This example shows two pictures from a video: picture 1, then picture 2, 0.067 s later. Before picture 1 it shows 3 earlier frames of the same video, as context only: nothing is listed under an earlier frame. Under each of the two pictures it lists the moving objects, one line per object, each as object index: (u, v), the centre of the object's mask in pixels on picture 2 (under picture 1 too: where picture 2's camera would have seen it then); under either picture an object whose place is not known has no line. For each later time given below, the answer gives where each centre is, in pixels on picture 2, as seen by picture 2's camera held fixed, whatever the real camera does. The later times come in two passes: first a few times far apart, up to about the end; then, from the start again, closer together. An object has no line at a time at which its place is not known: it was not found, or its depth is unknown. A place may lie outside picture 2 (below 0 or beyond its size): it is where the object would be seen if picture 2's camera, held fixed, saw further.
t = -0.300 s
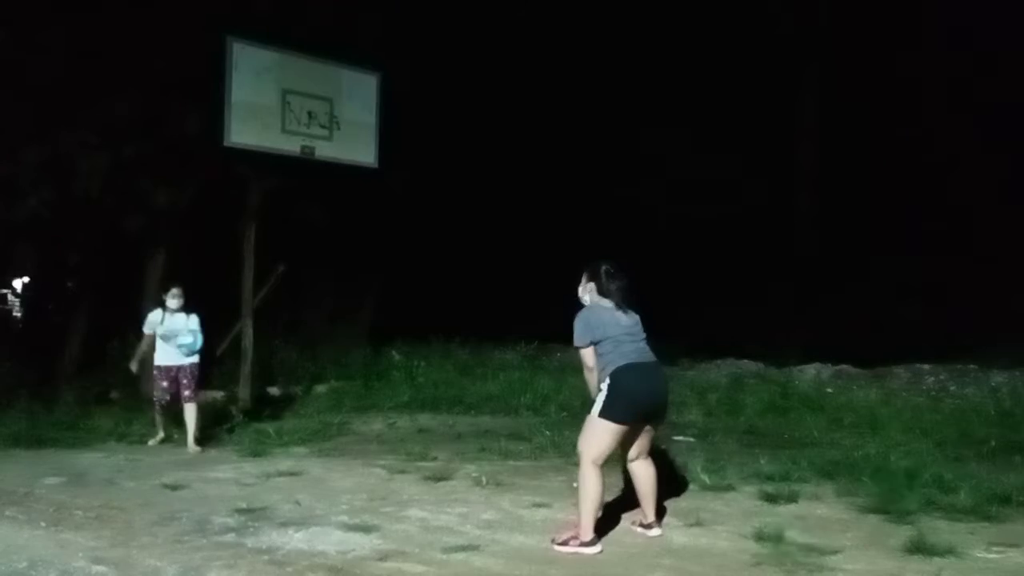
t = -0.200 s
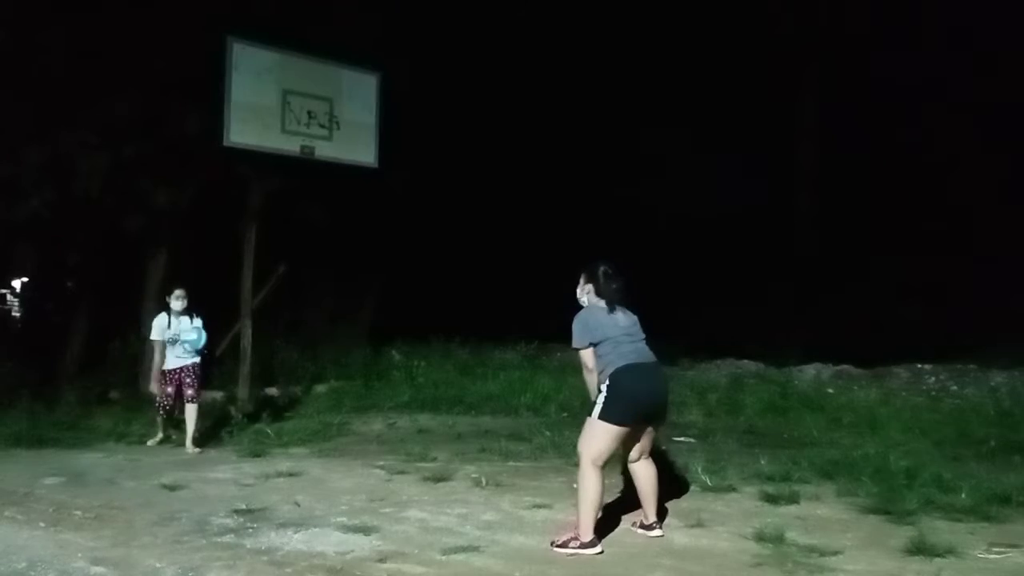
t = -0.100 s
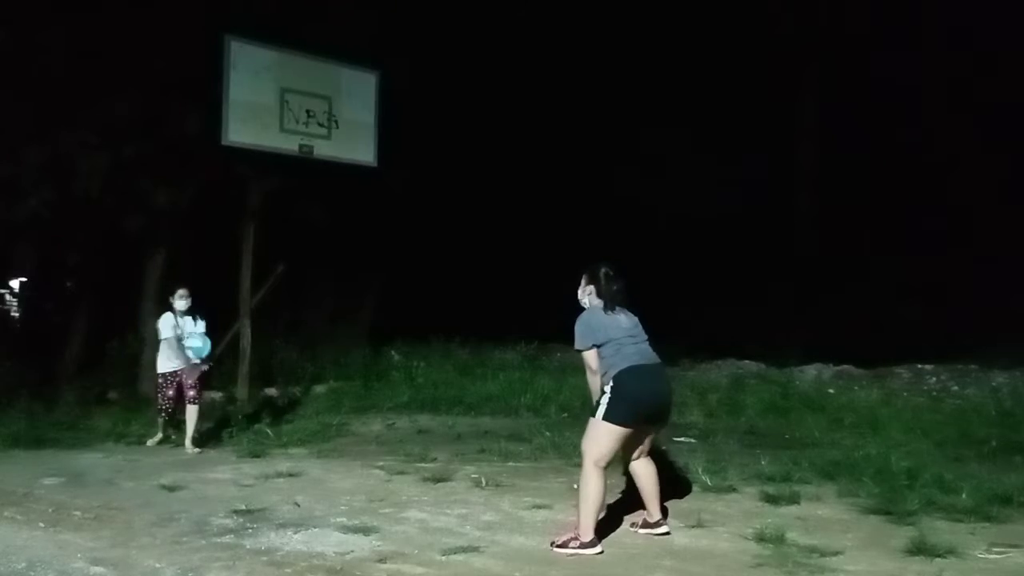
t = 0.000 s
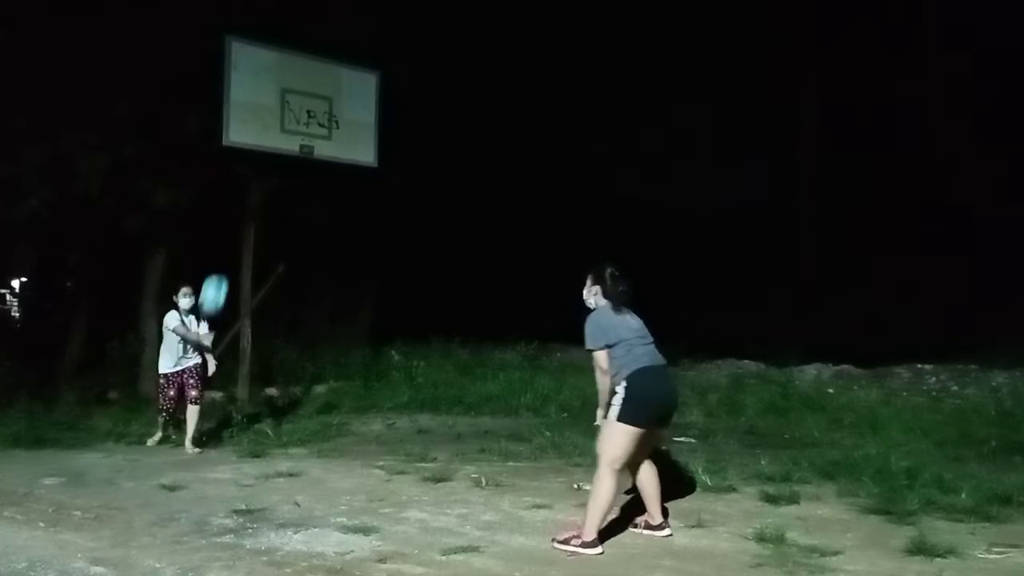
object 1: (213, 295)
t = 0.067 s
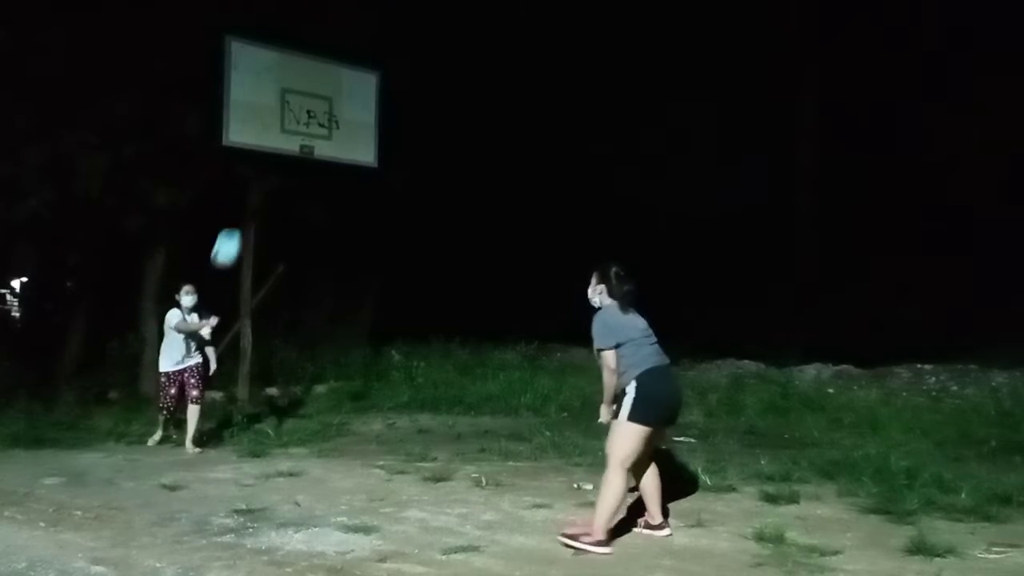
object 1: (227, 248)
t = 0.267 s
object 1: (267, 133)
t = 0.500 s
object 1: (323, 53)
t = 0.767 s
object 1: (392, 51)
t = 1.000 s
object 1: (466, 156)
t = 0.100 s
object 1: (234, 227)
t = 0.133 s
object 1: (241, 206)
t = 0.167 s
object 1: (248, 186)
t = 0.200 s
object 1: (254, 168)
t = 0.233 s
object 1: (261, 150)
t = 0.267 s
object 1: (267, 133)
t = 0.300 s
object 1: (275, 118)
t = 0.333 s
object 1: (283, 103)
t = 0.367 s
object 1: (291, 90)
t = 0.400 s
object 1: (298, 79)
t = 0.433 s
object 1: (307, 69)
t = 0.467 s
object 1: (315, 60)
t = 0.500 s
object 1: (323, 53)
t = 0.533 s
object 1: (331, 47)
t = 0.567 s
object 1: (339, 44)
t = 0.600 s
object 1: (348, 41)
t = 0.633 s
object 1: (356, 40)
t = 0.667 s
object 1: (365, 40)
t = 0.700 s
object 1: (373, 41)
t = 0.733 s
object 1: (383, 46)
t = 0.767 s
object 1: (392, 51)
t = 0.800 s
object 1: (402, 59)
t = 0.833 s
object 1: (412, 69)
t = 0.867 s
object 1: (423, 82)
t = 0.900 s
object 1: (433, 97)
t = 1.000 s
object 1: (466, 156)
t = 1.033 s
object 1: (478, 181)
